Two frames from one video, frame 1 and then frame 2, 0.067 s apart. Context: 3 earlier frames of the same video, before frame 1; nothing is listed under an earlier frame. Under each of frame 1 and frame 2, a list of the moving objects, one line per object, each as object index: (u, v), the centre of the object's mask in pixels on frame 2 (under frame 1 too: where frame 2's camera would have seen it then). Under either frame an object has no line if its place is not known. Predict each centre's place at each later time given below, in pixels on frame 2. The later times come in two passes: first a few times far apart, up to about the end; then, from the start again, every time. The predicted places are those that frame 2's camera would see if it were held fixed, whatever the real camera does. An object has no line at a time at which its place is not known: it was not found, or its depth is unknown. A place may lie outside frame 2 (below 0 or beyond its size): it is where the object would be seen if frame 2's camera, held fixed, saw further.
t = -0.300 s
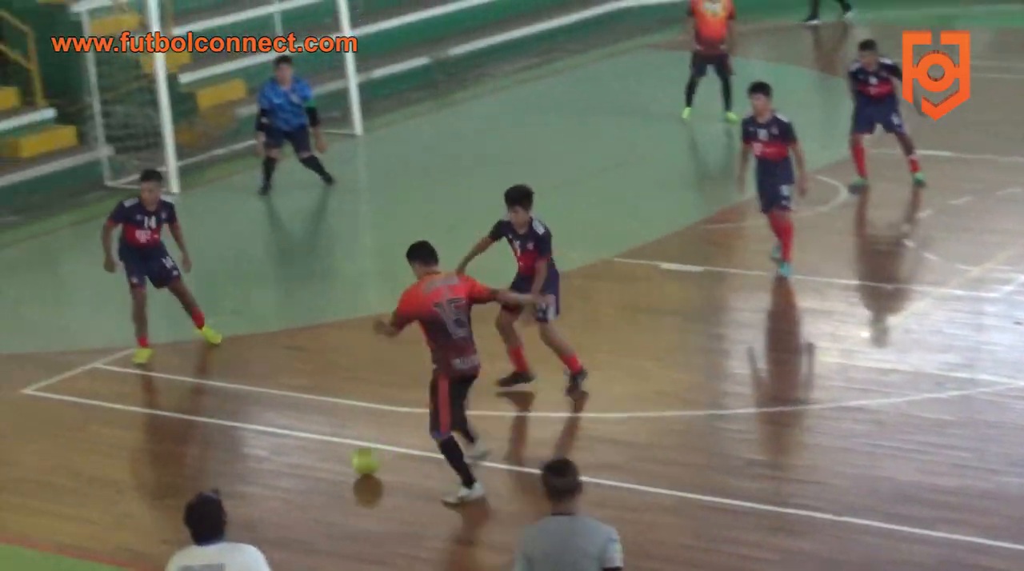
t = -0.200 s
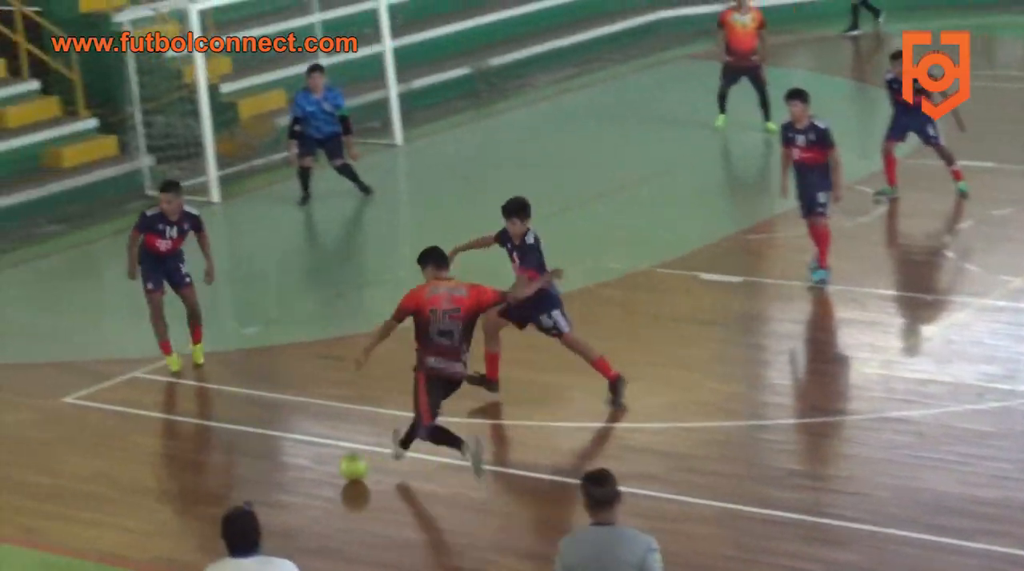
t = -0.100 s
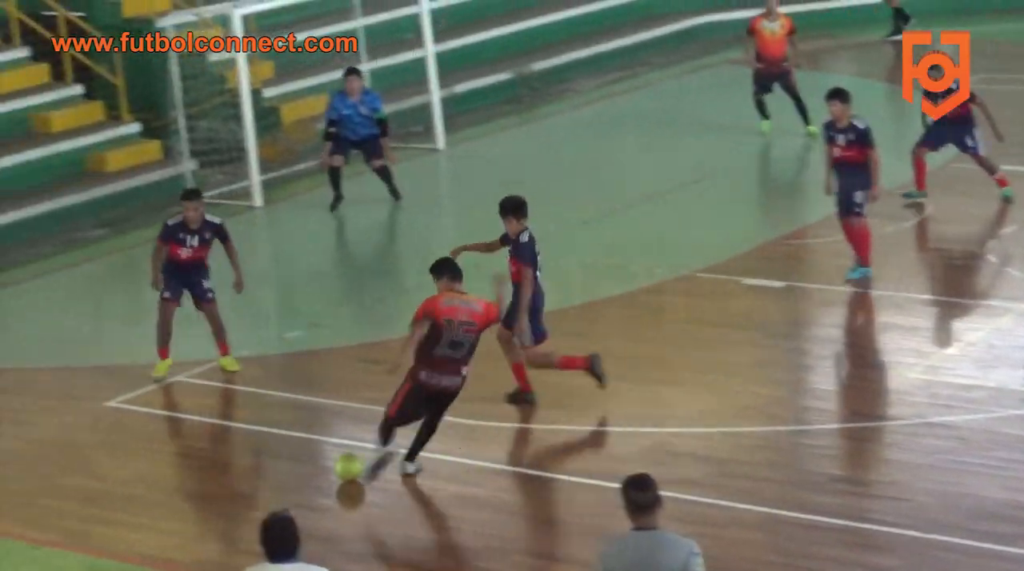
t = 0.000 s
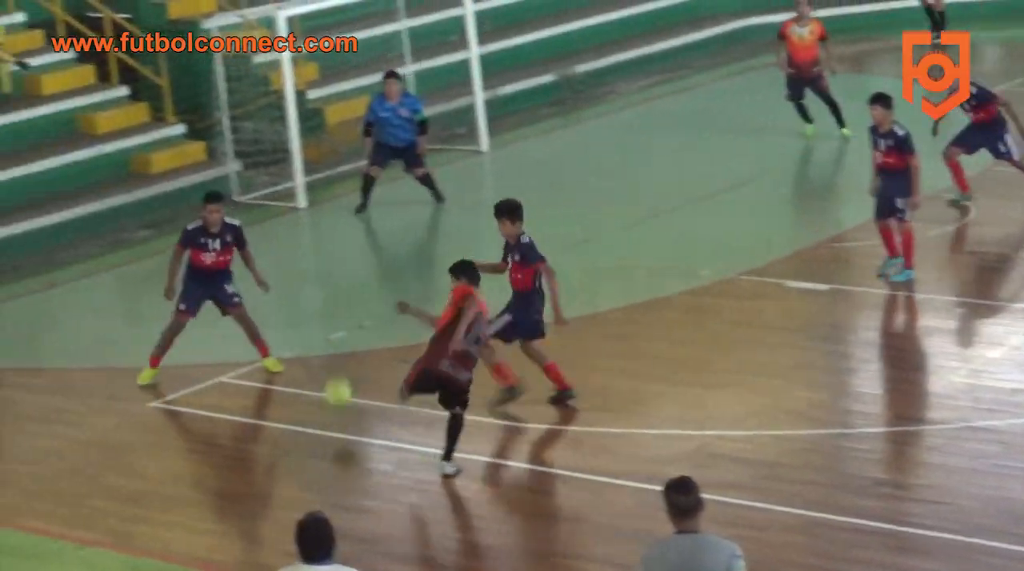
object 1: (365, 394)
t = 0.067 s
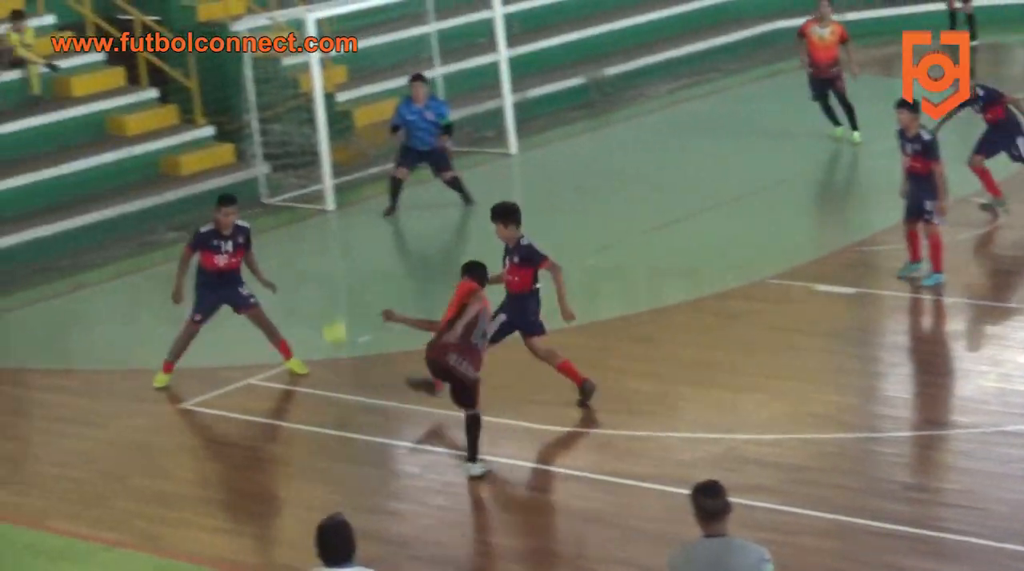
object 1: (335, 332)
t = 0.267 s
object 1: (251, 212)
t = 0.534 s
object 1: (181, 121)
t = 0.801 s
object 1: (180, 36)
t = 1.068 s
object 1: (178, 41)
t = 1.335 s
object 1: (182, 111)
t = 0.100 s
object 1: (321, 305)
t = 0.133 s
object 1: (305, 281)
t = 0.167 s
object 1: (291, 262)
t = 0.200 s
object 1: (277, 243)
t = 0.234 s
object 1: (264, 226)
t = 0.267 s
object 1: (251, 212)
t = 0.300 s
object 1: (239, 199)
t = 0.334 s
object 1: (228, 189)
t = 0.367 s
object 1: (217, 178)
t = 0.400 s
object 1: (206, 172)
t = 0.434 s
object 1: (195, 164)
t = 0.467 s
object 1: (186, 153)
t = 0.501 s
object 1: (181, 140)
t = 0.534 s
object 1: (181, 121)
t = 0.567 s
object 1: (181, 103)
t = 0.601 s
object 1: (180, 87)
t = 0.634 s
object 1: (181, 73)
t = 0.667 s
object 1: (183, 60)
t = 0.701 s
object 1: (183, 50)
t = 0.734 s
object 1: (182, 45)
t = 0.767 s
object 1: (181, 40)
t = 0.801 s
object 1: (180, 36)
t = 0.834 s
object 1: (180, 33)
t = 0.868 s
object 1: (179, 31)
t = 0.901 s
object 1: (179, 31)
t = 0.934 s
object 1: (178, 31)
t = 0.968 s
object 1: (178, 32)
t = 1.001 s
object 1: (178, 34)
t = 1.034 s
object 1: (178, 37)
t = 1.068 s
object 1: (178, 41)
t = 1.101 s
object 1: (178, 47)
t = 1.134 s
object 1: (178, 53)
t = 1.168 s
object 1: (178, 59)
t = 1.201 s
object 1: (179, 68)
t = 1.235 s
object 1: (180, 77)
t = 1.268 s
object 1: (180, 87)
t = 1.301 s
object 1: (181, 99)
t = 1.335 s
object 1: (182, 111)
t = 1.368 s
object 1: (183, 124)
